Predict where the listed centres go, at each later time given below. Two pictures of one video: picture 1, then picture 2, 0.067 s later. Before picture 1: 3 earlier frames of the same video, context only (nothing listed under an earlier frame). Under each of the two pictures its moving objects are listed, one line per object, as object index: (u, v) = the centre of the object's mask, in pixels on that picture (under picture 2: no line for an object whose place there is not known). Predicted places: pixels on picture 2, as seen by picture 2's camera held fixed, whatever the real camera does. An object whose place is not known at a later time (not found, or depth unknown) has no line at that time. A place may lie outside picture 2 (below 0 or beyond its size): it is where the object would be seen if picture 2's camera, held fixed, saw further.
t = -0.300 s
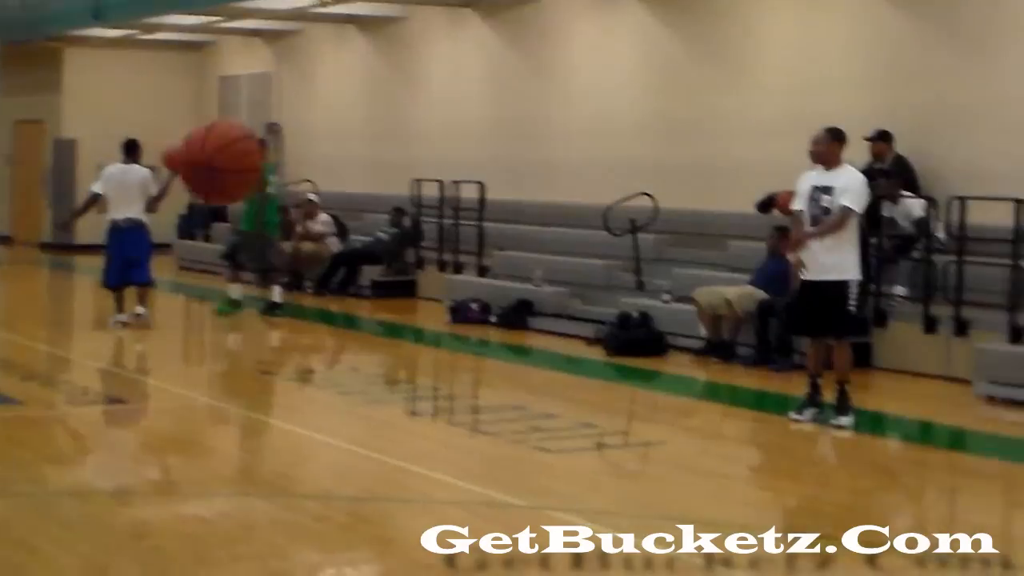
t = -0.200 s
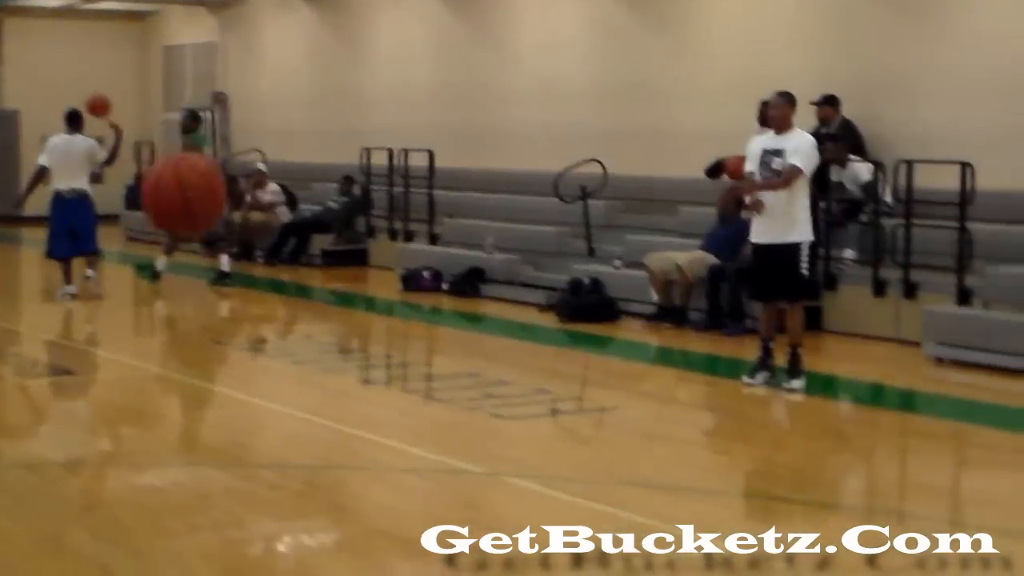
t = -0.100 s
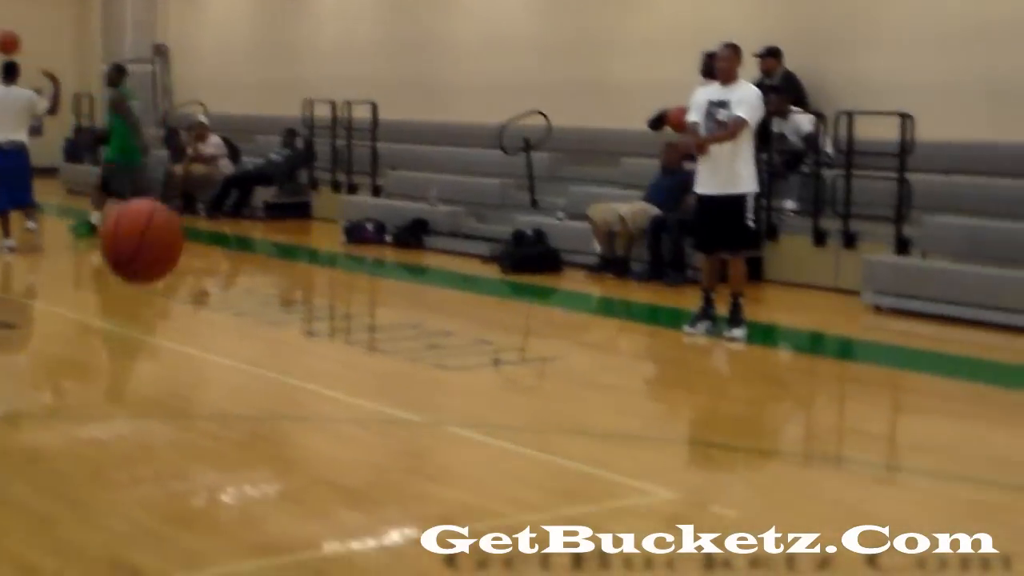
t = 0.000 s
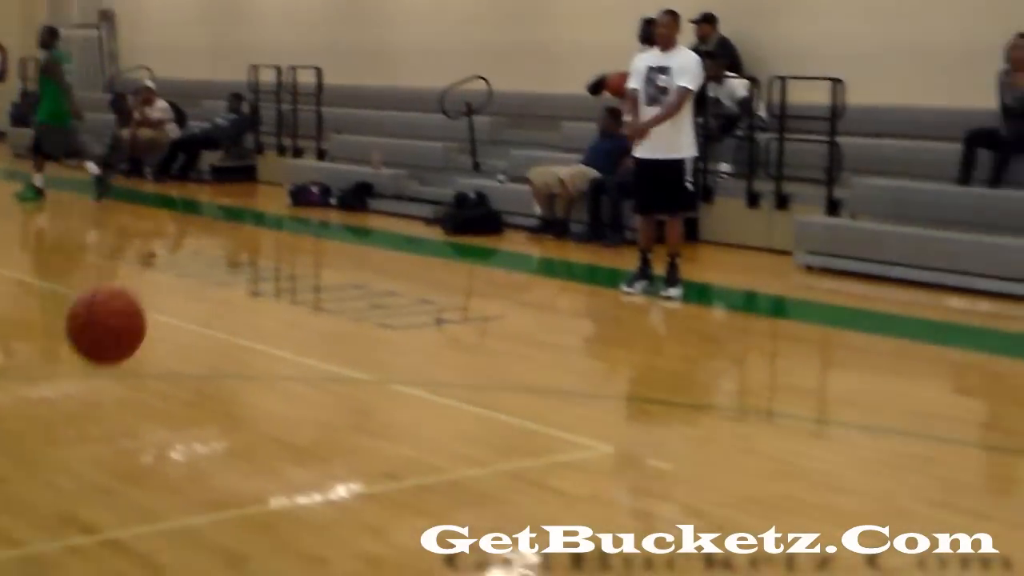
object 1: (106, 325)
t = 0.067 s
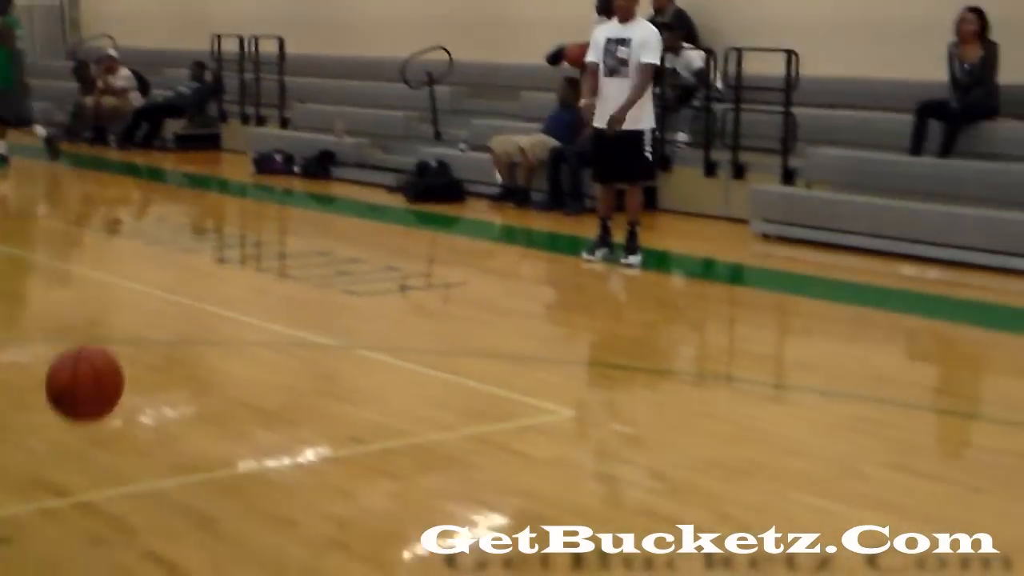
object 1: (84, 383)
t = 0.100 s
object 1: (90, 435)
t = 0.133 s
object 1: (94, 493)
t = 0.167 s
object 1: (100, 456)
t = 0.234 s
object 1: (111, 374)
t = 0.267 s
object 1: (117, 338)
